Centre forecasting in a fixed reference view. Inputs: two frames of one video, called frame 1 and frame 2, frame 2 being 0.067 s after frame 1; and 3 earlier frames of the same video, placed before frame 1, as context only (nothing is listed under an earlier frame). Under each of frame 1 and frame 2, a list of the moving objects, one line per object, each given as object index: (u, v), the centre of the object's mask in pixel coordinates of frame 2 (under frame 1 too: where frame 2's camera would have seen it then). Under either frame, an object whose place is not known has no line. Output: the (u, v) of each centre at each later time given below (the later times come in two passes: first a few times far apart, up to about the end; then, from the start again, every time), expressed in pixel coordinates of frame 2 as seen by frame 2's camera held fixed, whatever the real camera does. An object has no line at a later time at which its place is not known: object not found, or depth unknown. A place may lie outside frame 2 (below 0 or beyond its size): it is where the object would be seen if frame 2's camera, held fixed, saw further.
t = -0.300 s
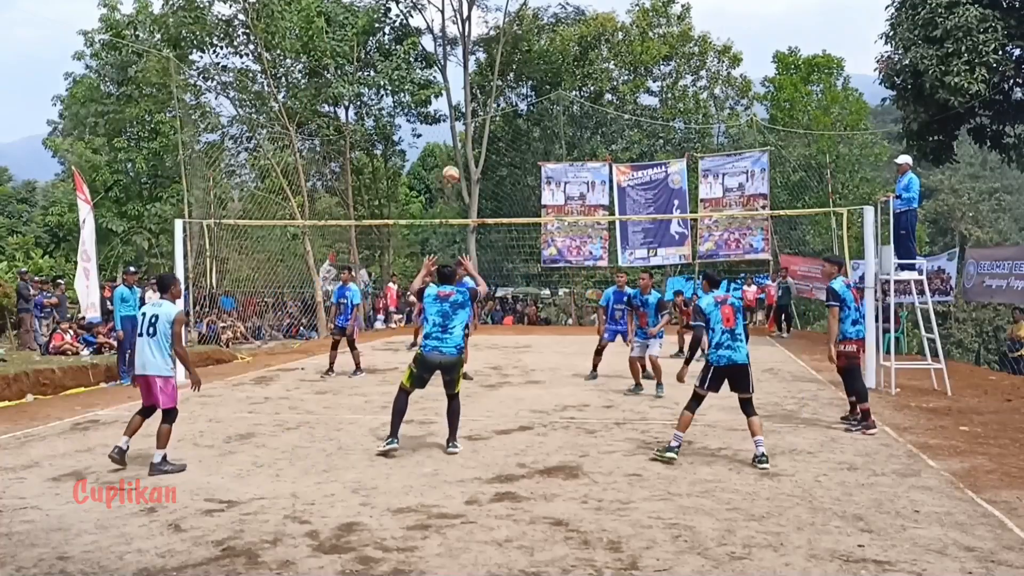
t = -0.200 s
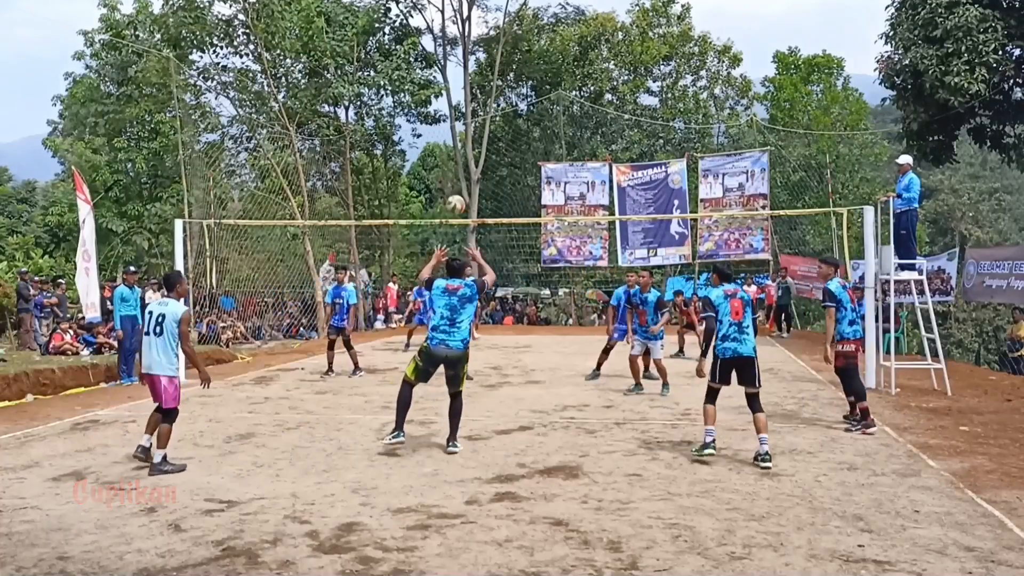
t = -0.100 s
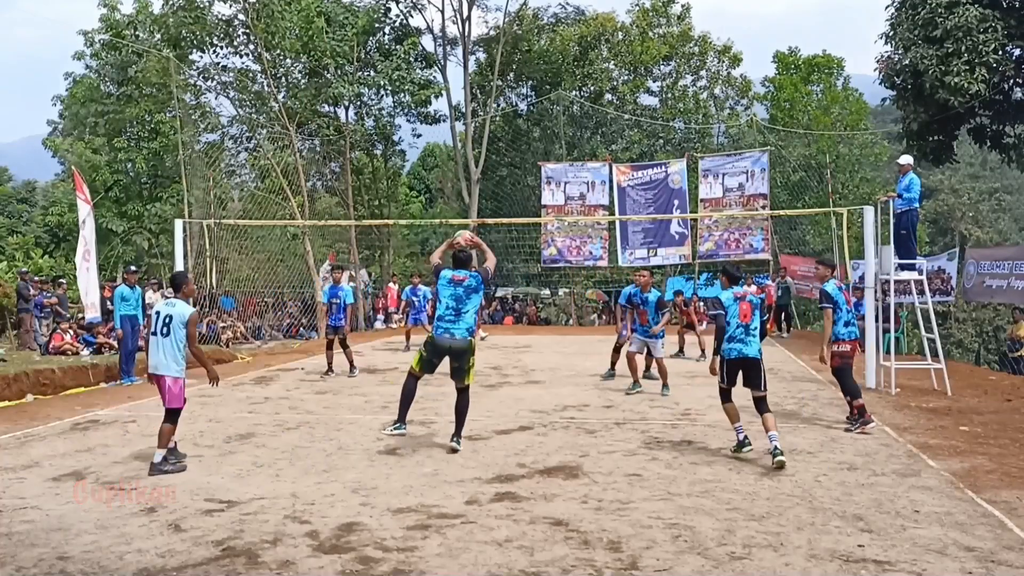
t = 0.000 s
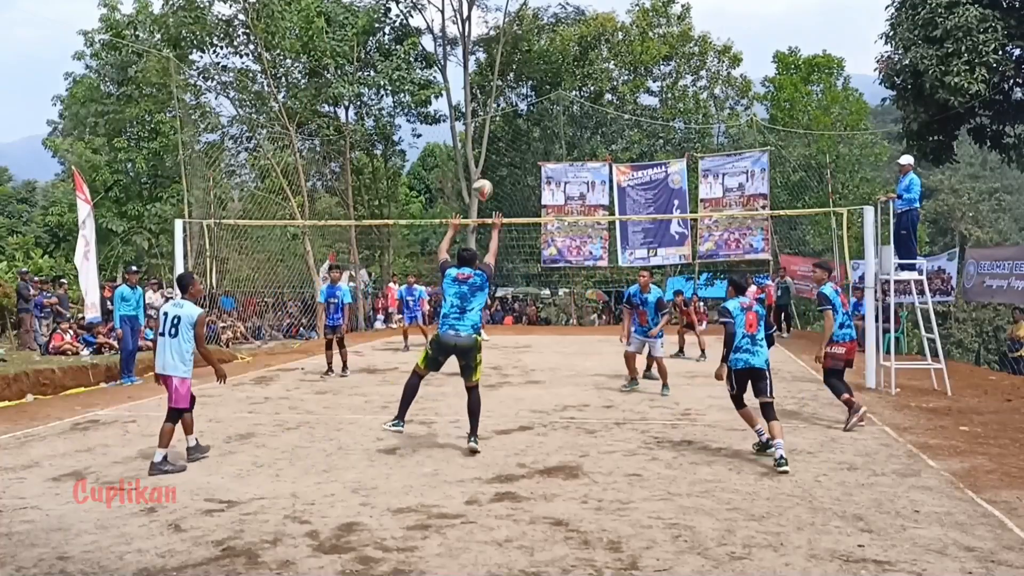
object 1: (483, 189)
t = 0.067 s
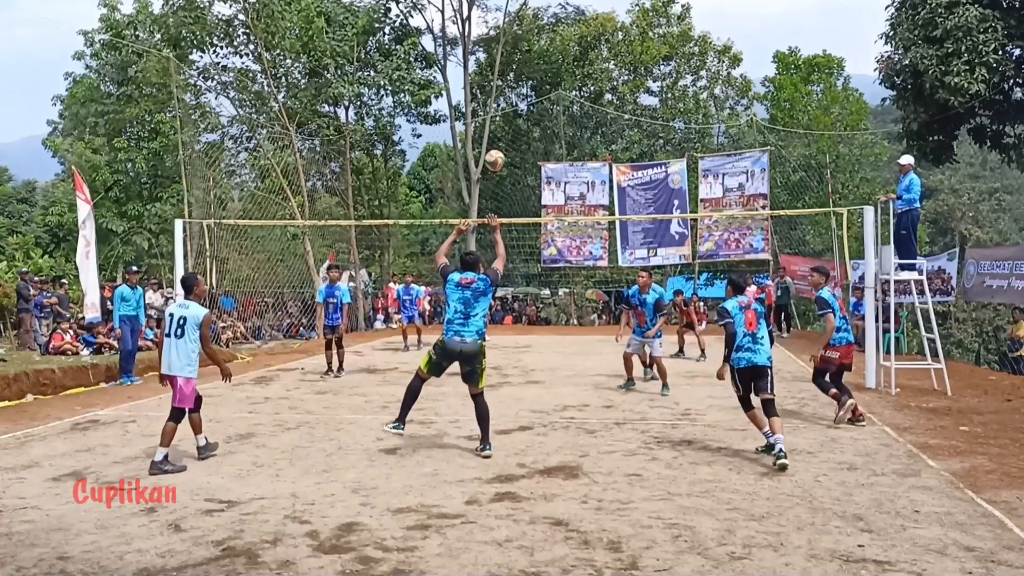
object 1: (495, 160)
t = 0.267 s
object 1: (529, 105)
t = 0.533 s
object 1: (566, 93)
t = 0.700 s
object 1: (587, 116)
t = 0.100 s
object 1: (501, 148)
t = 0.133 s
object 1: (507, 136)
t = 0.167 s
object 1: (512, 126)
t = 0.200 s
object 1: (518, 118)
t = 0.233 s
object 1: (523, 111)
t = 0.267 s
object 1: (529, 105)
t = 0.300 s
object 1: (535, 100)
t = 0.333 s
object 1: (538, 97)
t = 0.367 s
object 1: (543, 93)
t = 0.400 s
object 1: (548, 92)
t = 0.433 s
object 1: (553, 91)
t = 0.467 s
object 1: (557, 91)
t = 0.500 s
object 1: (562, 92)
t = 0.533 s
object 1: (566, 93)
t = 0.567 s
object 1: (570, 96)
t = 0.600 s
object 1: (574, 100)
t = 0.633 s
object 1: (578, 104)
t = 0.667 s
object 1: (583, 110)
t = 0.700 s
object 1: (587, 116)
